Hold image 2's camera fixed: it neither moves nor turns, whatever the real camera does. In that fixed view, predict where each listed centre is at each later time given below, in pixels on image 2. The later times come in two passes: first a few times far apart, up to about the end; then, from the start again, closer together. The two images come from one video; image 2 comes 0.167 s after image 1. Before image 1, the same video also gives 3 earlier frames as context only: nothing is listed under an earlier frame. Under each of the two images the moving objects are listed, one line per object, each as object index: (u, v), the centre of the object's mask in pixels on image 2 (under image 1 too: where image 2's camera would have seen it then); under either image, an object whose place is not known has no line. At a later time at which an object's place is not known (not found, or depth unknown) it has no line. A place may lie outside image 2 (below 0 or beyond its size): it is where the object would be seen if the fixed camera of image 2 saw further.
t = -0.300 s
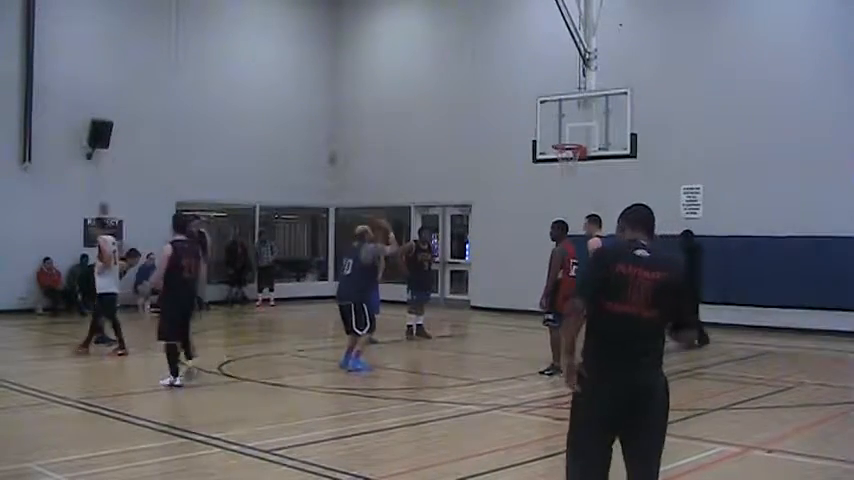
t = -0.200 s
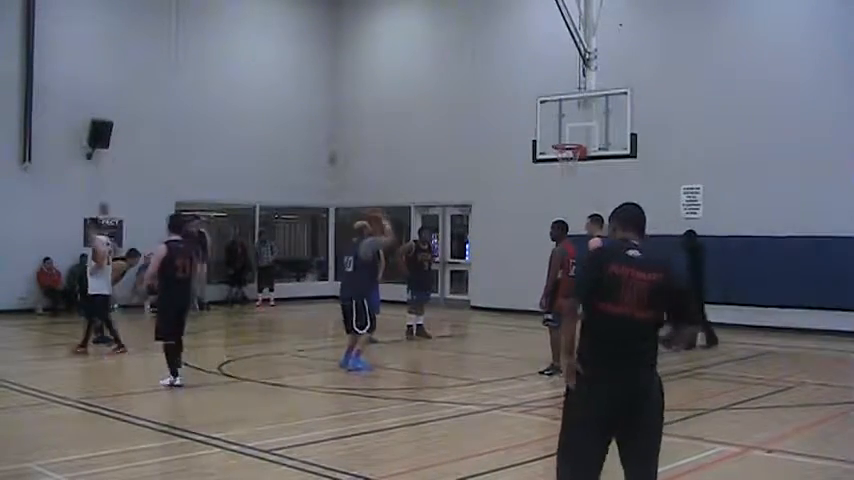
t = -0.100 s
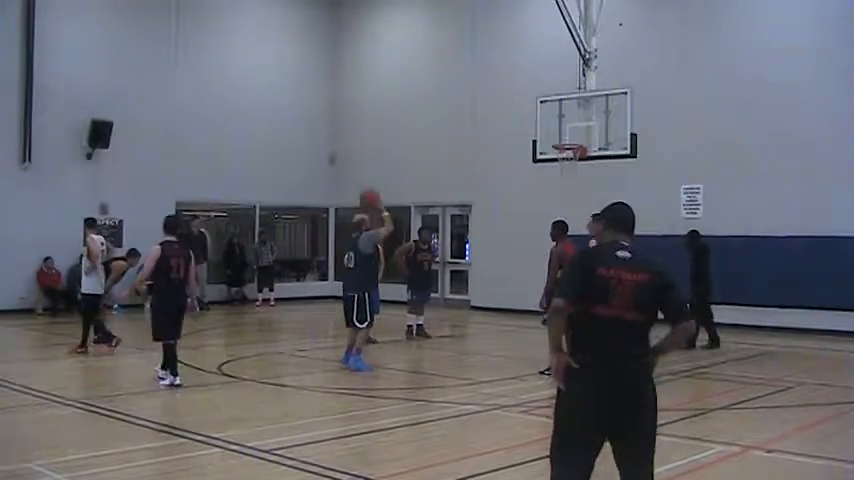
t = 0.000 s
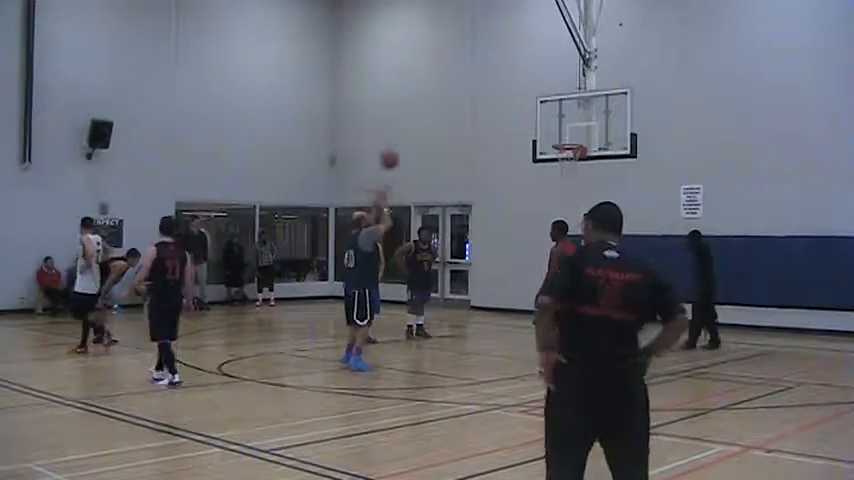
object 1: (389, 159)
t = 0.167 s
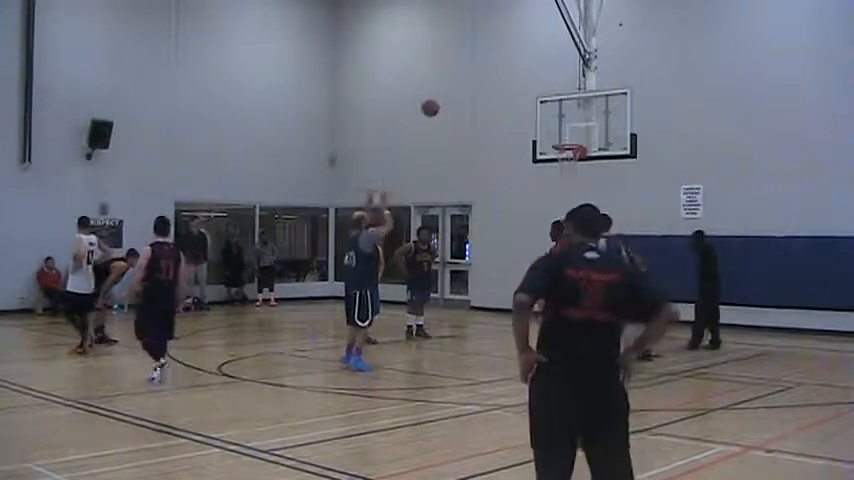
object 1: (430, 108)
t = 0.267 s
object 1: (452, 89)
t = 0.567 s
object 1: (514, 78)
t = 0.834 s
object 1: (558, 118)
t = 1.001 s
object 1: (565, 155)
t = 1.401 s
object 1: (550, 174)
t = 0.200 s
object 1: (438, 101)
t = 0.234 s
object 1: (446, 94)
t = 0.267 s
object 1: (452, 89)
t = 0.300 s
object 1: (460, 84)
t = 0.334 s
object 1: (467, 81)
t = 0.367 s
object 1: (474, 78)
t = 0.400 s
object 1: (480, 76)
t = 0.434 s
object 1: (488, 74)
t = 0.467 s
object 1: (495, 74)
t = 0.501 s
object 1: (501, 74)
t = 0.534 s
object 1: (507, 76)
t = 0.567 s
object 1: (514, 78)
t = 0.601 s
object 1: (519, 80)
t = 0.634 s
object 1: (525, 84)
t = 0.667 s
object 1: (531, 88)
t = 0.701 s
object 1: (537, 93)
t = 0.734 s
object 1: (542, 98)
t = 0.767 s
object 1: (548, 104)
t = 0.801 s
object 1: (553, 110)
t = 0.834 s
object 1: (558, 118)
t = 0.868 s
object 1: (564, 125)
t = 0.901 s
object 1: (568, 134)
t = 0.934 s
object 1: (573, 141)
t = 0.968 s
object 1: (575, 149)
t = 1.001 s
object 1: (565, 155)
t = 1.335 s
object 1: (551, 164)
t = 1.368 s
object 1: (551, 168)
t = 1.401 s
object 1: (550, 174)
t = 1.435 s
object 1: (550, 180)
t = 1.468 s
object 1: (550, 186)
